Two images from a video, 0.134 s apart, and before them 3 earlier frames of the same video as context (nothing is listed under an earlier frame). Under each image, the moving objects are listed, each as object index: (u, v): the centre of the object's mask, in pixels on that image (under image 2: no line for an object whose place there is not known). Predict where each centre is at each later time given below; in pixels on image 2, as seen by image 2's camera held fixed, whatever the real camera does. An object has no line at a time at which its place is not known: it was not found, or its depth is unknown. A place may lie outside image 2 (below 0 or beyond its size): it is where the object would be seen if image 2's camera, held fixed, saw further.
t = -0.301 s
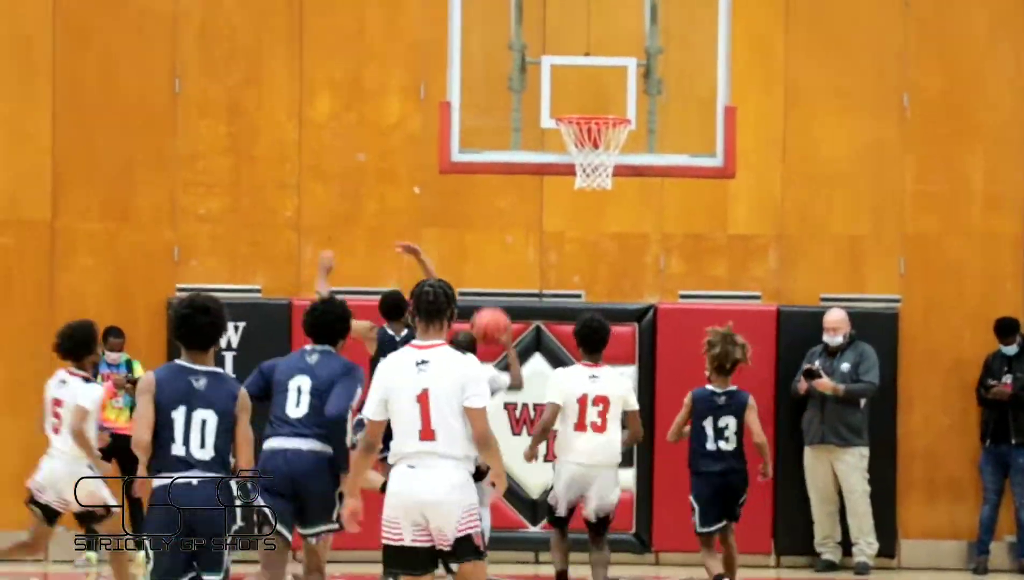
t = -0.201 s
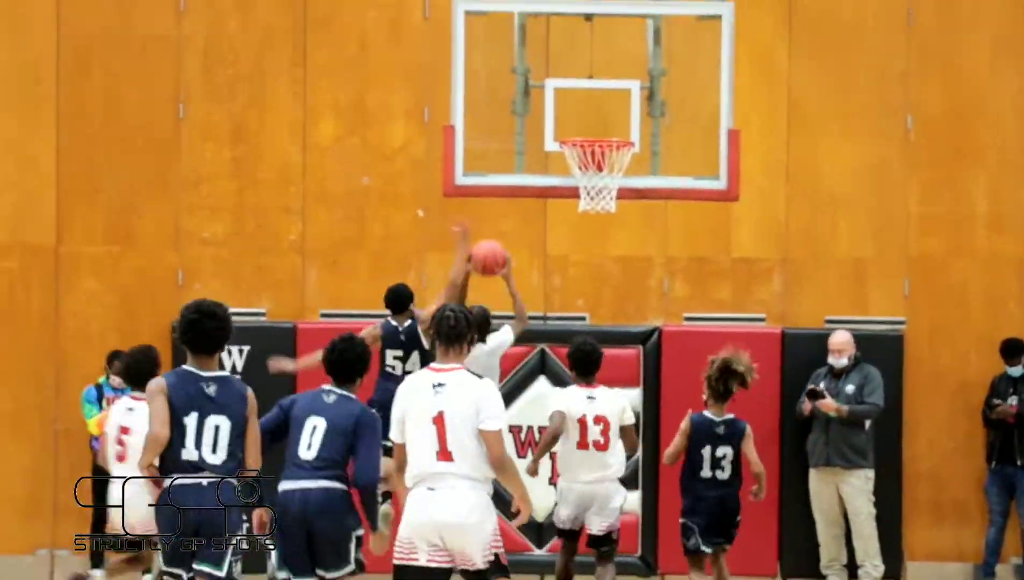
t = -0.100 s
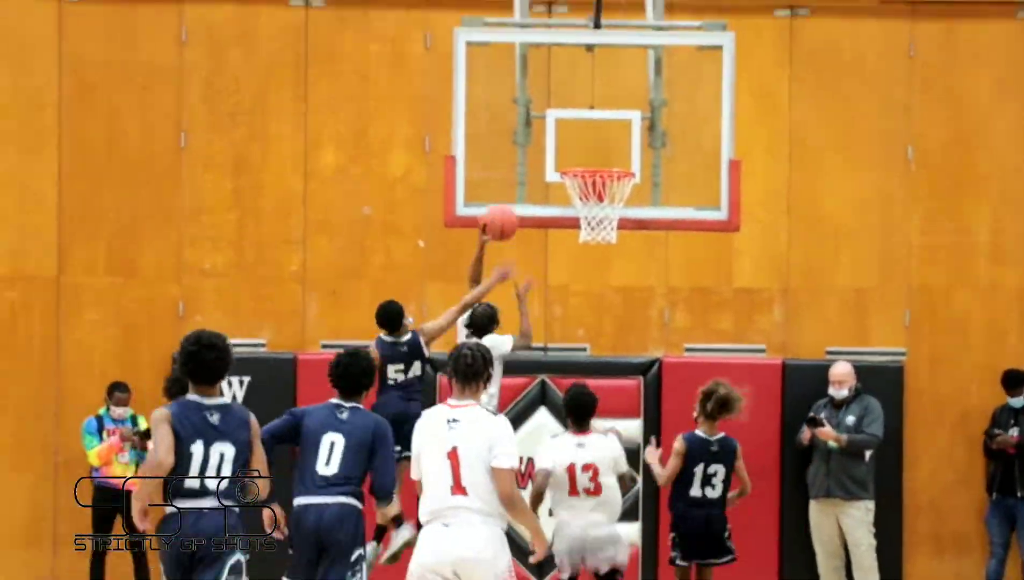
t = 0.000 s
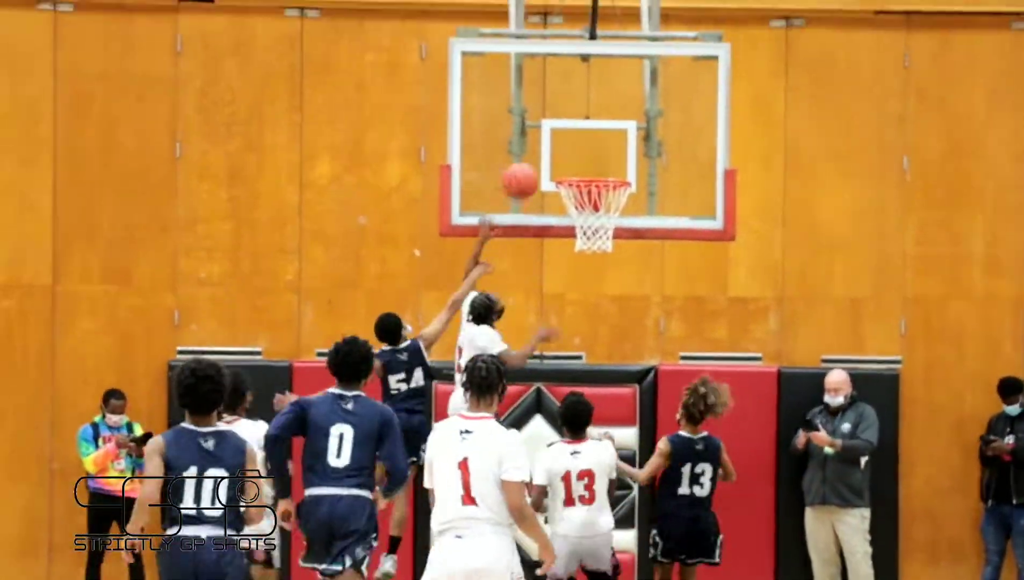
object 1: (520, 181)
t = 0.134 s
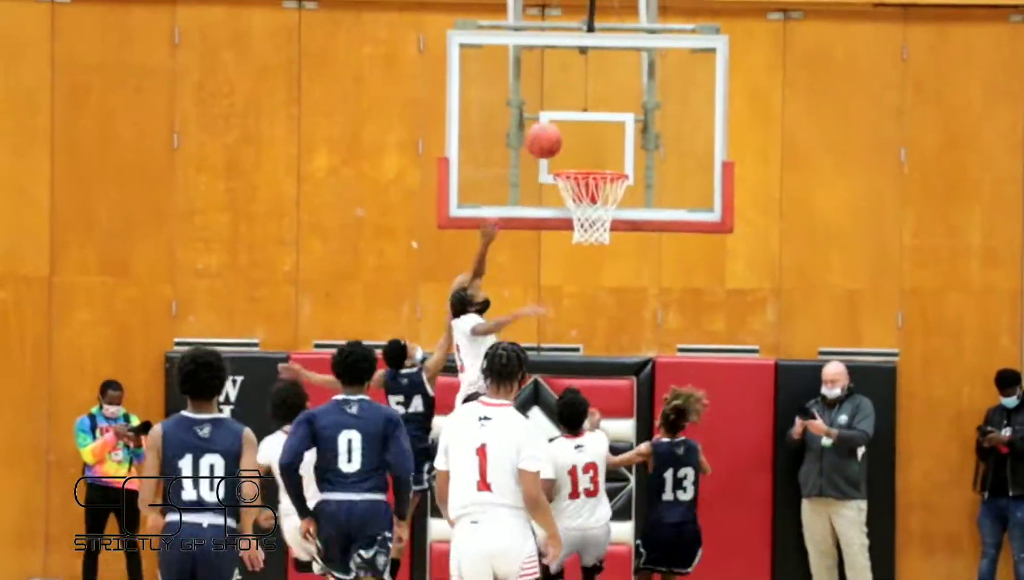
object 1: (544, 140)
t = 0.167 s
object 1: (549, 140)
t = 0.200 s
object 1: (554, 140)
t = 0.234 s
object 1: (559, 140)
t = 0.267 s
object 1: (564, 142)
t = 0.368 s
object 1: (579, 158)
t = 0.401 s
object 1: (583, 160)
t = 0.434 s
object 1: (589, 162)
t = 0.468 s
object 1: (594, 165)
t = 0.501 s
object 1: (600, 169)
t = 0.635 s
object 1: (615, 214)
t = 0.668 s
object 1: (612, 226)
